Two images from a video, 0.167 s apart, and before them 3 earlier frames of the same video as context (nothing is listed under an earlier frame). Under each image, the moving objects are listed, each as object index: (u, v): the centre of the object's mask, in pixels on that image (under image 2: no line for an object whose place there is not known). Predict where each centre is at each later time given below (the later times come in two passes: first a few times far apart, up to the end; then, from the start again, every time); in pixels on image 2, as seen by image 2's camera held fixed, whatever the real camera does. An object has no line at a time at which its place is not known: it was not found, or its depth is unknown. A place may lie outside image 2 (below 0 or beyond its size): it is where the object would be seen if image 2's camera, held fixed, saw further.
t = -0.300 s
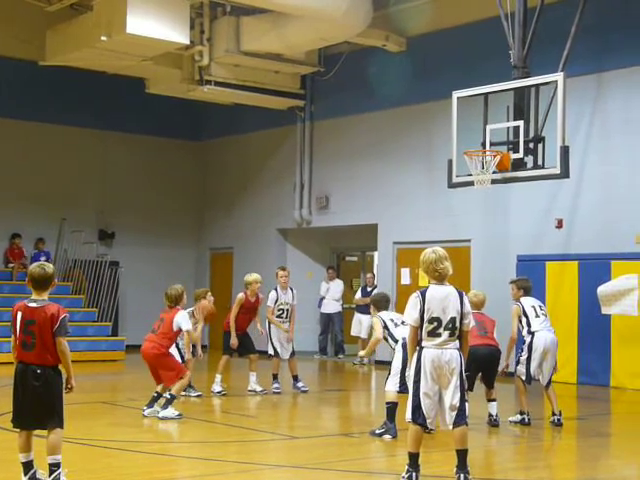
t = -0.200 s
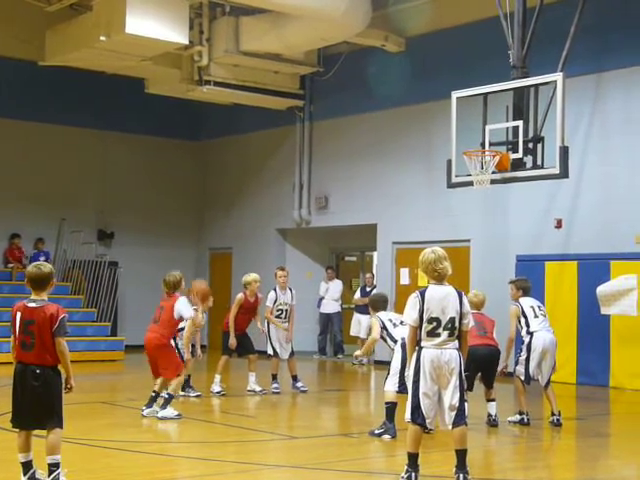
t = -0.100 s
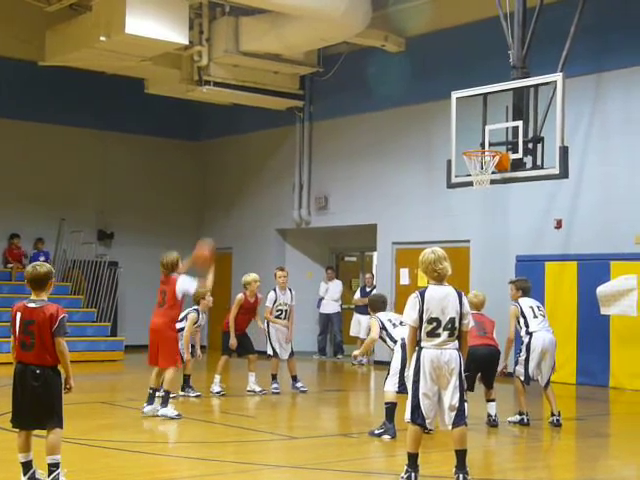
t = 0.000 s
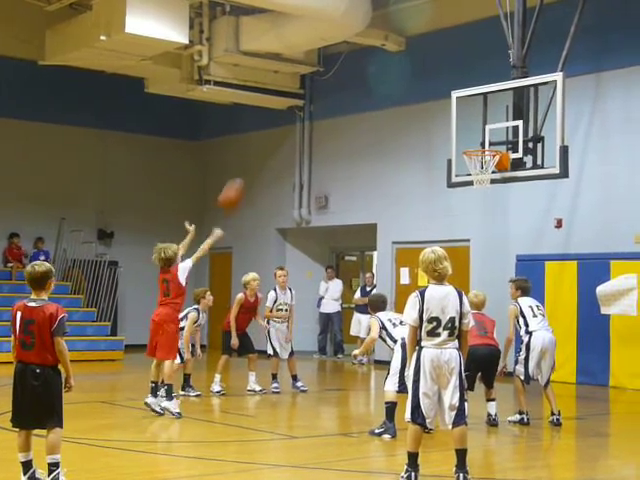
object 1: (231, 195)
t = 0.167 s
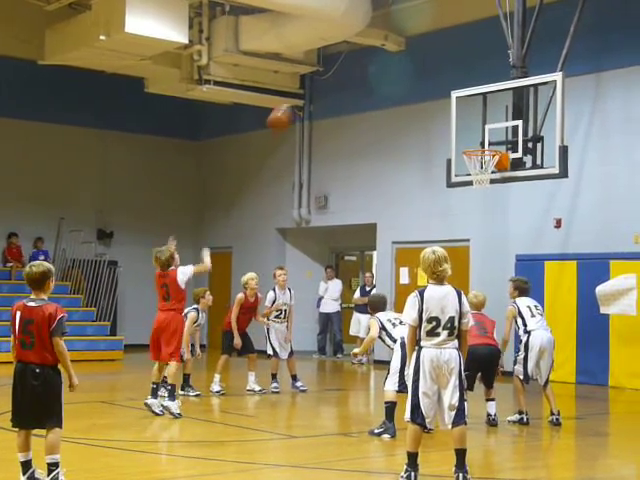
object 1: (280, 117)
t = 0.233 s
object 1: (299, 96)
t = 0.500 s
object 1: (364, 50)
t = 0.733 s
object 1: (416, 60)
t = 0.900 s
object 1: (449, 91)
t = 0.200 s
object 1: (290, 106)
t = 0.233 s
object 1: (299, 96)
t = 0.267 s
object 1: (308, 85)
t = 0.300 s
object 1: (316, 78)
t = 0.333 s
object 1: (325, 71)
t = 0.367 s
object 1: (333, 65)
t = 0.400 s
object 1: (341, 60)
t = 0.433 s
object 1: (349, 55)
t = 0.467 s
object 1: (357, 52)
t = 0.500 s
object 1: (364, 50)
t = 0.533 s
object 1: (372, 49)
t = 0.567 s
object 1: (379, 48)
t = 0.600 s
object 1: (388, 49)
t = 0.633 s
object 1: (396, 50)
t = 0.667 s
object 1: (403, 53)
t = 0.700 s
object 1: (410, 55)
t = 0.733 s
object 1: (416, 60)
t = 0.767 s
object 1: (423, 64)
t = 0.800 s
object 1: (430, 70)
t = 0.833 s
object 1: (437, 77)
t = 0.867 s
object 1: (443, 84)
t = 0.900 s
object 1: (449, 91)
